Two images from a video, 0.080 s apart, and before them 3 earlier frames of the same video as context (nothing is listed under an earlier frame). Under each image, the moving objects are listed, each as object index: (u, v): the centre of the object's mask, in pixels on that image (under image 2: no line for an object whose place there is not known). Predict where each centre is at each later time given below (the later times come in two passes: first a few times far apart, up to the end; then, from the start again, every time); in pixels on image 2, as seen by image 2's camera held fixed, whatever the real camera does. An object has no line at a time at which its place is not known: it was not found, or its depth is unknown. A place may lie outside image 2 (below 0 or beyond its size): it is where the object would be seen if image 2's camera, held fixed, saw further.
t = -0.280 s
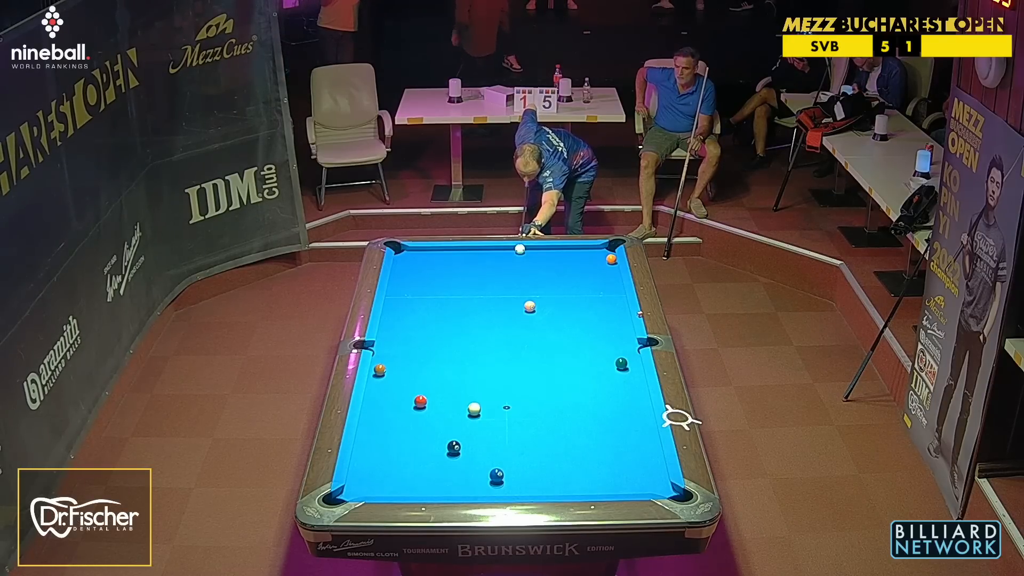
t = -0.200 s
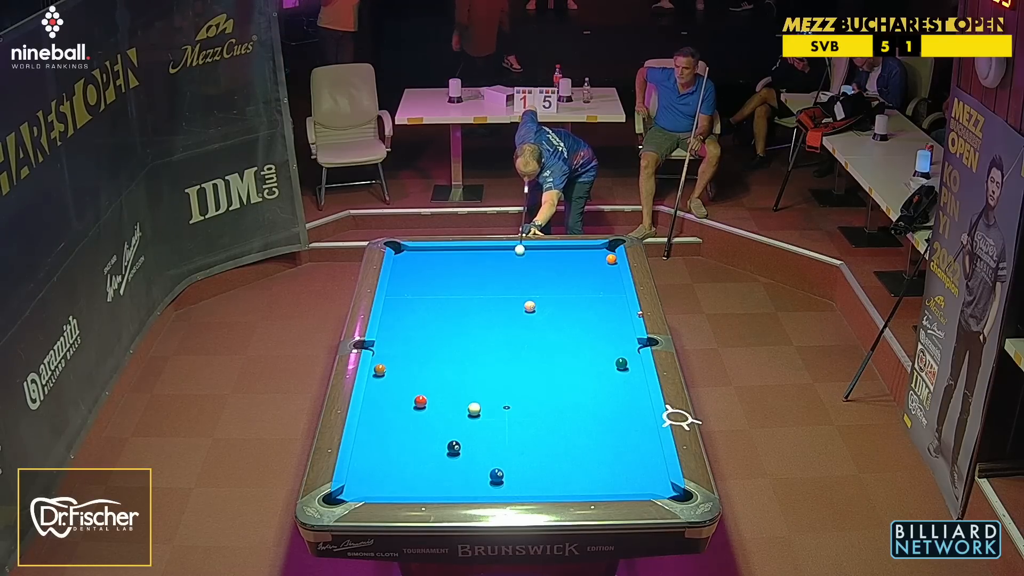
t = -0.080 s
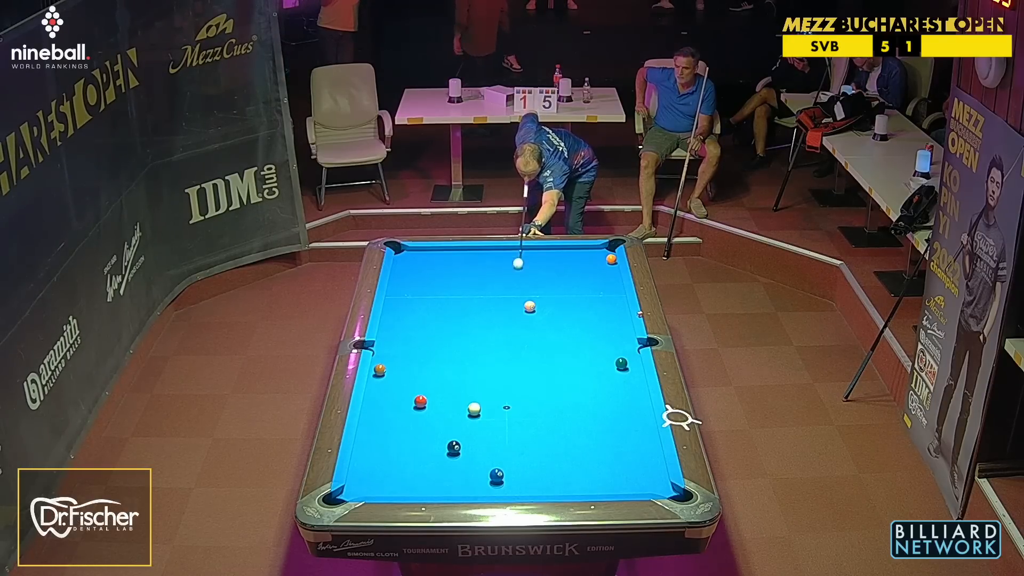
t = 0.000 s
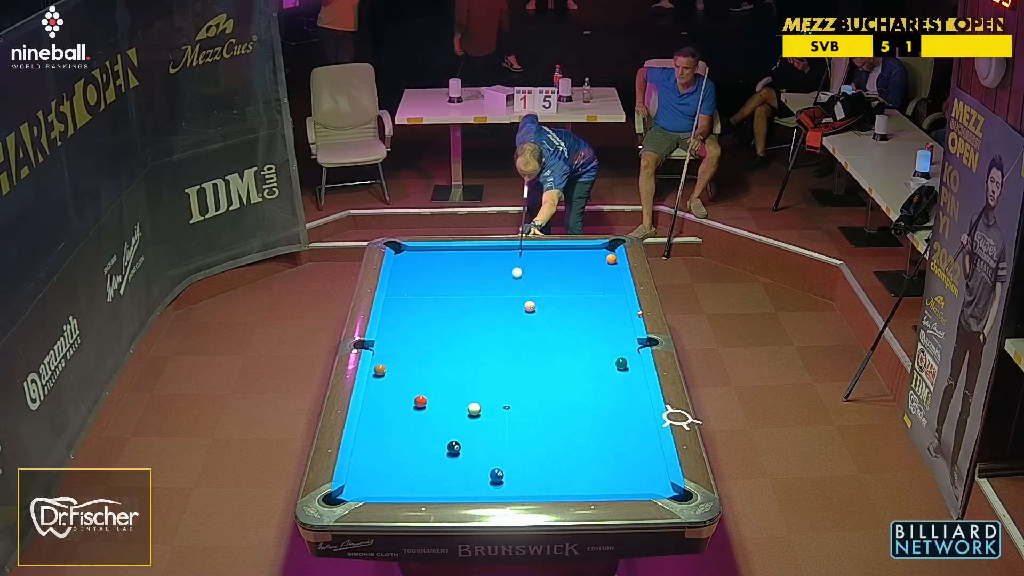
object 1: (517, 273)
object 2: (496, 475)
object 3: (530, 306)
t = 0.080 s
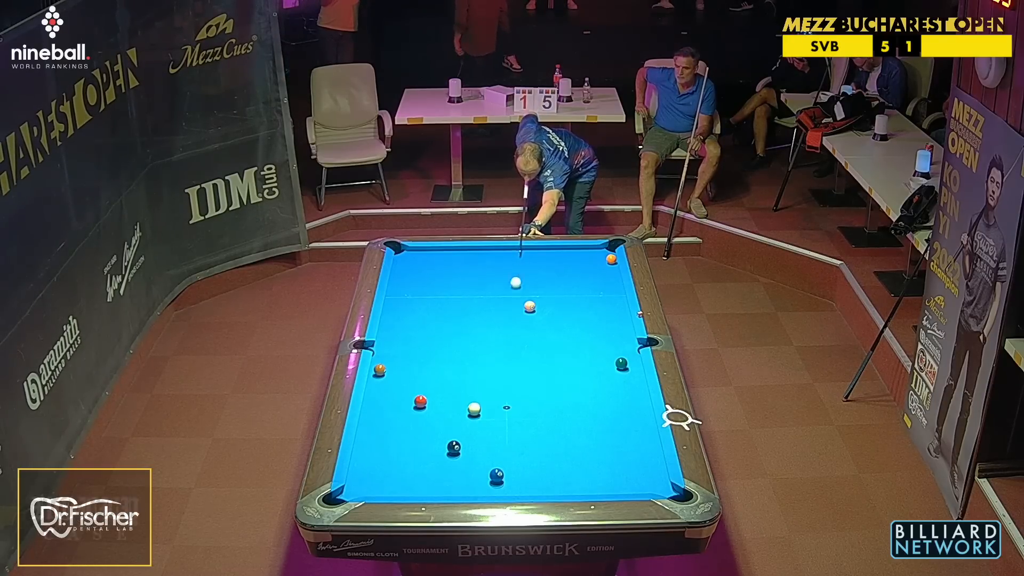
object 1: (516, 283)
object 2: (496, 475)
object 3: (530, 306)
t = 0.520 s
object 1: (509, 343)
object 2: (496, 475)
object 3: (530, 306)
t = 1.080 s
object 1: (497, 439)
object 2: (496, 475)
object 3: (530, 306)
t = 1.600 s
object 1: (466, 486)
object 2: (506, 467)
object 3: (530, 306)
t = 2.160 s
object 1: (441, 481)
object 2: (513, 421)
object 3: (530, 306)
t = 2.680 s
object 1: (425, 469)
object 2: (518, 385)
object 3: (530, 306)
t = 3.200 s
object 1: (412, 458)
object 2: (522, 355)
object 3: (530, 306)
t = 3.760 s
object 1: (401, 450)
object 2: (527, 328)
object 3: (530, 306)
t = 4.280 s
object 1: (394, 445)
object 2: (528, 311)
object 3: (530, 301)
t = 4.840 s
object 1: (389, 442)
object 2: (529, 307)
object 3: (533, 290)
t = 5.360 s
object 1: (388, 441)
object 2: (528, 306)
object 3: (535, 282)
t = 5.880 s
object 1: (388, 441)
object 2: (528, 306)
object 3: (537, 275)
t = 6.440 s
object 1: (388, 441)
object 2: (528, 306)
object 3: (539, 269)
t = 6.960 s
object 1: (388, 440)
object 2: (528, 305)
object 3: (540, 266)
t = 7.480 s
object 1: (388, 440)
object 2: (528, 305)
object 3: (541, 264)
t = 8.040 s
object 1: (388, 440)
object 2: (528, 305)
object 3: (541, 263)
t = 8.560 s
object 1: (388, 440)
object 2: (528, 305)
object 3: (541, 263)
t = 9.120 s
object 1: (388, 441)
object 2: (528, 305)
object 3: (541, 263)
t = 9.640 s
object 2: (528, 305)
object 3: (541, 263)
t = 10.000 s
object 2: (528, 305)
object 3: (541, 263)
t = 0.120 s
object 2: (496, 475)
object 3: (530, 306)
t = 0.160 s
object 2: (496, 475)
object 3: (530, 306)
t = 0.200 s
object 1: (514, 298)
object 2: (496, 475)
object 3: (530, 306)
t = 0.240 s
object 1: (513, 304)
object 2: (496, 475)
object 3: (530, 306)
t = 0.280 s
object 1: (512, 309)
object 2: (496, 475)
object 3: (530, 306)
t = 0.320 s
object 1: (512, 314)
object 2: (496, 475)
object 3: (530, 306)
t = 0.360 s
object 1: (511, 320)
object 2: (496, 475)
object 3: (530, 306)
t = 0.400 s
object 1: (510, 326)
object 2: (496, 475)
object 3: (530, 306)
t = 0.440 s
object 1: (510, 331)
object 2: (496, 475)
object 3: (530, 306)
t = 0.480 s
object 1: (509, 337)
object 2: (496, 475)
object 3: (530, 306)
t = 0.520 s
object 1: (509, 343)
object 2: (496, 475)
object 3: (530, 306)
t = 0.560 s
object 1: (508, 349)
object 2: (496, 475)
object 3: (530, 306)
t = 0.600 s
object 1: (507, 355)
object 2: (496, 475)
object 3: (530, 306)
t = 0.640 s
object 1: (506, 362)
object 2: (496, 475)
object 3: (530, 306)
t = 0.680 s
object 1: (505, 368)
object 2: (496, 475)
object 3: (529, 306)
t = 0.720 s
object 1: (505, 374)
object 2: (496, 475)
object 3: (530, 306)
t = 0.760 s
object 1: (504, 382)
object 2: (496, 475)
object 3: (530, 306)
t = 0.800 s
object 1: (503, 388)
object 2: (496, 475)
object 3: (530, 306)
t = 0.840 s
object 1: (502, 395)
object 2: (496, 475)
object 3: (530, 306)
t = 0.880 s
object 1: (502, 402)
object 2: (496, 475)
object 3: (530, 306)
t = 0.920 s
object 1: (501, 409)
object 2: (496, 475)
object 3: (530, 306)
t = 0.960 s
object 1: (500, 416)
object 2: (496, 475)
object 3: (530, 306)
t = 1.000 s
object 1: (499, 424)
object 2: (496, 475)
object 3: (530, 306)
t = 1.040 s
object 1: (498, 431)
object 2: (496, 475)
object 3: (530, 306)
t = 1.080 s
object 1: (497, 439)
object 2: (496, 475)
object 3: (530, 306)
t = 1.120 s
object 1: (496, 447)
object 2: (496, 475)
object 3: (530, 306)
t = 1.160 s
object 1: (495, 455)
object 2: (496, 475)
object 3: (530, 306)
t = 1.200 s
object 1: (494, 462)
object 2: (496, 475)
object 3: (530, 306)
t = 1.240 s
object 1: (492, 467)
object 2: (498, 479)
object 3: (530, 306)
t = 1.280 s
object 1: (489, 469)
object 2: (500, 487)
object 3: (530, 306)
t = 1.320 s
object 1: (486, 471)
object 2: (502, 491)
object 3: (530, 306)
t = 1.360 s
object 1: (483, 472)
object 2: (503, 489)
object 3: (530, 306)
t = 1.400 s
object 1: (480, 475)
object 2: (504, 486)
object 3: (529, 306)
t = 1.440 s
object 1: (477, 478)
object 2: (504, 482)
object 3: (530, 306)
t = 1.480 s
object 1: (474, 480)
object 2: (505, 478)
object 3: (530, 306)
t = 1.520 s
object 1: (472, 482)
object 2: (506, 474)
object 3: (530, 306)
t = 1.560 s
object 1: (469, 484)
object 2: (506, 470)
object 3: (530, 306)
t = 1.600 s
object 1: (466, 486)
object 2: (506, 467)
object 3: (530, 306)
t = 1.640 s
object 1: (463, 488)
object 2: (507, 463)
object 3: (530, 306)
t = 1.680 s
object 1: (461, 490)
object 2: (508, 460)
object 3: (530, 306)
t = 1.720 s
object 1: (458, 491)
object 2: (508, 456)
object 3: (530, 306)
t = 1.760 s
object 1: (456, 491)
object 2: (509, 453)
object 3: (530, 306)
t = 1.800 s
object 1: (454, 490)
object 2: (509, 449)
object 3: (530, 306)
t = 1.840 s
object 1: (452, 489)
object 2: (510, 446)
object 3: (530, 306)
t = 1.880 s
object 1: (451, 489)
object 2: (510, 442)
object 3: (530, 306)
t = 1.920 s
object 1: (450, 488)
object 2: (511, 439)
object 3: (530, 306)
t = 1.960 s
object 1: (448, 487)
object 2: (511, 436)
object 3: (530, 306)
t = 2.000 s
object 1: (446, 486)
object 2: (511, 433)
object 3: (530, 306)
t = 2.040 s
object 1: (445, 485)
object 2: (512, 429)
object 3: (530, 306)
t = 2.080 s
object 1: (444, 484)
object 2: (512, 426)
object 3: (530, 306)
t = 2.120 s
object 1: (442, 482)
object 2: (513, 423)
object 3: (530, 306)
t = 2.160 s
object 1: (441, 481)
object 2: (513, 421)
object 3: (530, 306)
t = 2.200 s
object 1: (439, 480)
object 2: (514, 418)
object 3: (530, 306)
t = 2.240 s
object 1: (438, 479)
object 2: (514, 415)
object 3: (530, 306)
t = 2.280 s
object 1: (437, 478)
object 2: (515, 412)
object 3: (530, 306)
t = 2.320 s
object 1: (435, 477)
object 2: (515, 409)
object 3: (530, 306)
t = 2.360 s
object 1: (434, 476)
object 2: (515, 406)
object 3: (530, 306)
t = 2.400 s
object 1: (433, 475)
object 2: (516, 403)
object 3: (530, 306)
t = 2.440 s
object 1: (432, 474)
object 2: (516, 400)
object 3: (530, 306)
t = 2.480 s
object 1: (430, 473)
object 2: (516, 398)
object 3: (530, 306)
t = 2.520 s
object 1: (429, 472)
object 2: (517, 395)
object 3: (530, 306)
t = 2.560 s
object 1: (428, 471)
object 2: (517, 392)
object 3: (530, 306)
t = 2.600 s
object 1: (427, 470)
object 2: (518, 390)
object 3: (530, 306)
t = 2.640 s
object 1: (426, 469)
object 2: (518, 387)
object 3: (530, 306)
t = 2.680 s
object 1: (425, 469)
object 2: (518, 385)
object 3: (530, 306)
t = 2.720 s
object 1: (423, 468)
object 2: (519, 382)
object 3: (530, 306)
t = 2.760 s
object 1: (422, 467)
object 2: (519, 380)
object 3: (530, 306)
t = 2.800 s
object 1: (421, 466)
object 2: (519, 377)
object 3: (530, 306)
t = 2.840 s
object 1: (420, 465)
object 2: (520, 375)
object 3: (530, 306)
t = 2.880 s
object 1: (419, 464)
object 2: (520, 372)
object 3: (530, 306)
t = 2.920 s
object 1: (418, 464)
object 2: (520, 370)
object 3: (530, 306)
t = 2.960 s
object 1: (417, 463)
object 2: (521, 368)
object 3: (530, 306)
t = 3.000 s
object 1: (417, 462)
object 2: (521, 366)
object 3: (530, 306)
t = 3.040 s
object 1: (416, 461)
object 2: (521, 363)
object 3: (530, 306)
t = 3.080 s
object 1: (415, 461)
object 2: (521, 361)
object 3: (530, 306)
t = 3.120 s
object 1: (414, 460)
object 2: (522, 359)
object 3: (530, 306)
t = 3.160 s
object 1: (413, 459)
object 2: (522, 357)
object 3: (530, 306)
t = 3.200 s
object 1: (412, 458)
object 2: (522, 355)
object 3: (530, 306)
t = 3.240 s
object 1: (411, 458)
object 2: (523, 353)
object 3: (530, 306)
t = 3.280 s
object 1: (410, 457)
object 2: (523, 351)
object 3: (530, 306)
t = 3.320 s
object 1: (409, 457)
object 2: (523, 348)
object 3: (530, 306)
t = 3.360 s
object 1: (409, 456)
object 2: (524, 346)
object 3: (530, 306)
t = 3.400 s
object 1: (408, 455)
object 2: (524, 344)
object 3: (530, 306)
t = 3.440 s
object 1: (407, 454)
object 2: (524, 342)
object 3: (530, 306)
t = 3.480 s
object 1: (406, 454)
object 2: (524, 341)
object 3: (530, 306)
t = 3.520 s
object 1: (406, 453)
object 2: (525, 339)
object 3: (530, 306)
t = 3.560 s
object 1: (405, 453)
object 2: (525, 337)
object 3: (530, 306)
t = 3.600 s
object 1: (404, 452)
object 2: (525, 335)
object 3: (530, 306)
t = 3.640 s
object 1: (403, 452)
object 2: (526, 333)
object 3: (530, 306)
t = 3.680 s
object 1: (403, 451)
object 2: (526, 331)
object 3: (530, 306)
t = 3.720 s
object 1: (402, 451)
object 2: (526, 330)
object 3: (530, 306)
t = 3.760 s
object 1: (401, 450)
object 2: (527, 328)
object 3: (530, 306)
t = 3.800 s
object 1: (401, 450)
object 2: (527, 326)
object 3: (530, 306)
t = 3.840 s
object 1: (400, 449)
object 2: (527, 324)
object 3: (530, 306)
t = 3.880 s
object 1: (399, 449)
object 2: (527, 322)
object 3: (530, 306)
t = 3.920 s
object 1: (399, 448)
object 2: (527, 321)
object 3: (530, 306)
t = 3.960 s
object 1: (398, 448)
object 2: (528, 319)
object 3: (530, 306)
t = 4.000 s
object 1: (398, 447)
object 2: (528, 318)
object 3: (530, 306)
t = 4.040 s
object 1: (397, 447)
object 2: (528, 316)
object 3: (530, 306)
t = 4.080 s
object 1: (397, 447)
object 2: (528, 315)
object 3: (530, 305)
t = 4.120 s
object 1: (396, 446)
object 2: (528, 313)
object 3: (530, 304)
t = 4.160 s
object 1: (395, 446)
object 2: (529, 312)
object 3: (530, 304)
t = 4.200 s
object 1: (395, 446)
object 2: (529, 311)
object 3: (530, 303)
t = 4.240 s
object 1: (394, 445)
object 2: (529, 311)
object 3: (530, 302)
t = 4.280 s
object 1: (394, 445)
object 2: (528, 311)
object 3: (530, 301)
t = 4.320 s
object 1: (394, 445)
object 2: (528, 310)
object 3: (531, 301)
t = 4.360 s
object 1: (393, 444)
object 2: (528, 310)
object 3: (531, 300)
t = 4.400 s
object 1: (393, 444)
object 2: (529, 310)
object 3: (531, 299)
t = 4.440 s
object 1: (392, 444)
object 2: (529, 309)
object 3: (531, 299)
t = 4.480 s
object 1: (392, 444)
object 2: (529, 309)
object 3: (531, 298)
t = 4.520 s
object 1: (391, 443)
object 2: (529, 309)
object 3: (531, 297)
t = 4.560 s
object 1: (391, 443)
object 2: (529, 308)
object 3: (532, 296)
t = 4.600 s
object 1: (391, 443)
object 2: (529, 308)
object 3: (532, 295)
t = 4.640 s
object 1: (390, 443)
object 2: (529, 308)
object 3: (532, 294)
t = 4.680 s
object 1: (390, 442)
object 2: (529, 308)
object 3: (532, 294)
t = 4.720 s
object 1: (389, 442)
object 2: (529, 308)
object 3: (532, 293)
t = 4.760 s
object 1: (389, 442)
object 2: (529, 308)
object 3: (532, 292)
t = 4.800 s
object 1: (389, 442)
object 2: (529, 307)
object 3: (532, 291)
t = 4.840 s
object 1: (389, 442)
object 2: (529, 307)
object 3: (533, 290)
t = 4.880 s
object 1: (389, 442)
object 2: (529, 307)
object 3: (533, 290)
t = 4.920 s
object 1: (388, 442)
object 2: (528, 307)
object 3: (533, 289)
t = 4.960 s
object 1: (388, 442)
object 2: (529, 307)
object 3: (533, 288)
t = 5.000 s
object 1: (388, 441)
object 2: (528, 307)
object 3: (533, 288)
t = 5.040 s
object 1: (388, 441)
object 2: (528, 306)
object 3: (534, 287)
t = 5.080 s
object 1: (388, 441)
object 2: (528, 306)
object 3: (534, 286)
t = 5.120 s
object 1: (388, 441)
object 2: (528, 306)
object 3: (534, 286)
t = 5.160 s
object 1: (388, 441)
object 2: (528, 306)
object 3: (534, 285)
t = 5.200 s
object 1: (387, 441)
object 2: (528, 306)
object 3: (534, 284)
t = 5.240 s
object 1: (387, 441)
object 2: (528, 306)
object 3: (534, 284)
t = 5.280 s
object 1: (388, 441)
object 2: (528, 306)
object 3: (535, 283)
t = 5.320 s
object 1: (388, 441)
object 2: (528, 306)
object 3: (535, 282)
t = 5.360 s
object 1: (388, 441)
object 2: (528, 306)
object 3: (535, 282)
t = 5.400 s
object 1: (388, 441)
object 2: (528, 306)
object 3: (535, 281)
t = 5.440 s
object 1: (388, 441)
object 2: (528, 306)
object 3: (535, 281)
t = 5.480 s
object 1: (388, 441)
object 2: (528, 306)
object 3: (535, 280)
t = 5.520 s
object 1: (388, 441)
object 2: (528, 306)
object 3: (535, 279)
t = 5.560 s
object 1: (388, 441)
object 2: (528, 306)
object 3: (535, 279)
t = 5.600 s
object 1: (388, 441)
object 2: (528, 306)
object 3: (536, 278)
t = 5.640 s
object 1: (388, 441)
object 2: (528, 306)
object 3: (536, 278)
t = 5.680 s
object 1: (388, 441)
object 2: (528, 306)
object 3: (536, 277)
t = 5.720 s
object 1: (388, 441)
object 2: (528, 306)
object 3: (536, 277)
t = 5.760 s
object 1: (388, 441)
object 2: (528, 306)
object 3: (536, 276)
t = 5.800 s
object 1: (388, 441)
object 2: (528, 306)
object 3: (536, 276)
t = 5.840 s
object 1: (388, 441)
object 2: (528, 306)
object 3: (536, 275)
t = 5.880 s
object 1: (388, 441)
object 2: (528, 306)
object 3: (537, 275)
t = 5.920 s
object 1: (388, 441)
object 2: (528, 306)
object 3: (537, 274)
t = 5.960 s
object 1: (388, 441)
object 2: (528, 306)
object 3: (537, 274)
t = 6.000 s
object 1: (388, 441)
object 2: (528, 306)
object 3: (537, 273)
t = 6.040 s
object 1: (388, 441)
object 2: (528, 306)
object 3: (537, 273)
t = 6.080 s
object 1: (388, 441)
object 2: (528, 306)
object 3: (538, 272)
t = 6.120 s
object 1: (388, 441)
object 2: (528, 306)
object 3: (538, 272)
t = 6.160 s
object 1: (388, 441)
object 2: (528, 306)
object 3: (538, 272)
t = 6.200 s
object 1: (388, 441)
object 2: (528, 306)
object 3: (538, 271)
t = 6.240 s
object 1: (388, 441)
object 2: (528, 306)
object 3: (538, 271)
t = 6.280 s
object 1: (388, 441)
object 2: (528, 306)
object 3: (538, 270)
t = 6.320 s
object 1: (388, 441)
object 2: (528, 306)
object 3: (538, 270)
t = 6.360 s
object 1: (388, 441)
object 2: (528, 306)
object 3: (538, 270)
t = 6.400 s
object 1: (388, 441)
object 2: (528, 306)
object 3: (539, 270)
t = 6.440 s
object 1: (388, 441)
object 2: (528, 306)
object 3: (539, 269)
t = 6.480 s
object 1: (388, 441)
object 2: (528, 306)
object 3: (539, 269)
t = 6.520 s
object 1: (388, 441)
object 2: (528, 306)
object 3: (539, 269)
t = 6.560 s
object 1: (388, 440)
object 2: (528, 305)
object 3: (539, 268)
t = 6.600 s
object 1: (388, 440)
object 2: (528, 305)
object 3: (539, 268)
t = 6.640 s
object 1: (388, 440)
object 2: (528, 305)
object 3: (539, 268)
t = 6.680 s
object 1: (388, 440)
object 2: (528, 305)
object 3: (539, 268)
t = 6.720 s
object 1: (388, 440)
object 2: (528, 305)
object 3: (540, 267)
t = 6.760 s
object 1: (388, 440)
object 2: (528, 305)
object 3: (540, 267)
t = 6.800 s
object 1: (388, 440)
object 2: (528, 305)
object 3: (540, 267)
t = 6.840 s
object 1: (388, 440)
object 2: (528, 305)
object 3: (540, 266)
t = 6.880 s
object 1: (388, 440)
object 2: (528, 305)
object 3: (540, 266)
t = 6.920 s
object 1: (388, 440)
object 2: (528, 305)
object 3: (540, 266)
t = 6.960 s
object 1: (388, 440)
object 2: (528, 305)
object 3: (540, 266)
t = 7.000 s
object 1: (388, 440)
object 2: (528, 305)
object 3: (540, 265)
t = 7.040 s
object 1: (388, 440)
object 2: (528, 305)
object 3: (540, 265)
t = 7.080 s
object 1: (388, 440)
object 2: (528, 305)
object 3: (540, 265)
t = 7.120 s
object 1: (388, 440)
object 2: (528, 305)
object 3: (540, 265)
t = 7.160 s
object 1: (388, 440)
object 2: (528, 305)
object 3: (540, 265)
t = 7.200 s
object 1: (388, 440)
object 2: (528, 305)
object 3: (540, 265)
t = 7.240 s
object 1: (388, 440)
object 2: (528, 305)
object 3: (540, 264)
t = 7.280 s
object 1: (388, 440)
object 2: (528, 305)
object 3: (540, 264)
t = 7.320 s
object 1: (388, 440)
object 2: (528, 305)
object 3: (541, 264)
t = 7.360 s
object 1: (388, 440)
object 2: (528, 305)
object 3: (541, 264)
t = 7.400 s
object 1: (388, 440)
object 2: (528, 305)
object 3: (541, 264)
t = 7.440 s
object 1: (388, 440)
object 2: (528, 305)
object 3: (541, 264)
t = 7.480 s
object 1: (388, 440)
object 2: (528, 305)
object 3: (541, 264)
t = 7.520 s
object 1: (388, 440)
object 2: (528, 305)
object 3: (541, 264)
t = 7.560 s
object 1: (388, 440)
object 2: (528, 305)
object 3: (541, 264)
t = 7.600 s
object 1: (388, 440)
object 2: (528, 305)
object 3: (541, 264)
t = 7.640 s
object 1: (388, 440)
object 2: (528, 305)
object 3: (541, 264)
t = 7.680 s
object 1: (388, 440)
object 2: (528, 305)
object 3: (541, 263)
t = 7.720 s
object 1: (388, 440)
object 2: (528, 305)
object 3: (541, 263)
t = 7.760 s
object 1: (388, 440)
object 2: (528, 305)
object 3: (541, 263)
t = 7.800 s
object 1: (388, 440)
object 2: (528, 305)
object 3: (541, 263)
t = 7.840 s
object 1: (388, 440)
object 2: (528, 305)
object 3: (541, 263)
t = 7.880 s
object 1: (388, 440)
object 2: (528, 305)
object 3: (541, 263)
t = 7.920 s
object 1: (388, 441)
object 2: (528, 305)
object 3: (541, 263)
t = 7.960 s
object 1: (388, 441)
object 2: (528, 305)
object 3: (541, 263)
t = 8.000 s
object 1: (388, 440)
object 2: (528, 305)
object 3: (541, 263)
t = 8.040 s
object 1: (388, 440)
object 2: (528, 305)
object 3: (541, 263)
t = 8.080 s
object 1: (388, 440)
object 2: (528, 305)
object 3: (541, 263)
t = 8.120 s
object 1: (388, 441)
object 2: (528, 305)
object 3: (541, 263)
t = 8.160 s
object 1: (388, 441)
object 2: (528, 305)
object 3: (541, 263)
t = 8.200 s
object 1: (388, 441)
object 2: (528, 305)
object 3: (541, 263)
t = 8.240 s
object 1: (388, 441)
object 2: (528, 305)
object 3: (541, 263)
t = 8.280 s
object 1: (388, 441)
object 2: (528, 305)
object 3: (541, 263)
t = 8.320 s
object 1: (388, 441)
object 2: (528, 305)
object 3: (541, 263)
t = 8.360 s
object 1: (388, 440)
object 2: (528, 305)
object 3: (541, 263)
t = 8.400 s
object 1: (388, 440)
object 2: (528, 305)
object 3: (541, 263)
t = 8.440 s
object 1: (388, 440)
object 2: (528, 305)
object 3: (541, 263)
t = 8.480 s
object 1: (388, 440)
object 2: (528, 305)
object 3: (541, 263)
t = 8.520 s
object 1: (388, 440)
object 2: (528, 305)
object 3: (541, 263)
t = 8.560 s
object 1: (388, 440)
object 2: (528, 305)
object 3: (541, 263)
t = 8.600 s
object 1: (388, 440)
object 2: (528, 305)
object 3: (541, 263)
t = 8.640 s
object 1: (388, 440)
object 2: (528, 305)
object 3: (541, 263)
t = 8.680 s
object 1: (388, 440)
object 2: (528, 305)
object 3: (541, 263)
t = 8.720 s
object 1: (388, 440)
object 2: (528, 305)
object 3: (541, 263)
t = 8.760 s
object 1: (388, 441)
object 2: (528, 305)
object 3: (541, 263)
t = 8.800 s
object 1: (388, 440)
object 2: (528, 305)
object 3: (541, 263)
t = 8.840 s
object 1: (388, 440)
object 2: (528, 305)
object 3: (541, 263)
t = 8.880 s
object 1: (388, 440)
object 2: (528, 305)
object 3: (541, 263)
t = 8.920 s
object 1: (388, 441)
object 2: (528, 305)
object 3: (541, 263)
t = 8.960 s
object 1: (388, 440)
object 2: (528, 305)
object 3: (541, 263)
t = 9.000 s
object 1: (388, 441)
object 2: (528, 305)
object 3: (541, 263)
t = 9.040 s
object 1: (388, 441)
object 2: (528, 305)
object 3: (541, 263)
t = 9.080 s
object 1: (388, 440)
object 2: (528, 305)
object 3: (541, 263)
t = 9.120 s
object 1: (388, 441)
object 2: (528, 305)
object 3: (541, 263)
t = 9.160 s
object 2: (528, 305)
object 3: (541, 263)
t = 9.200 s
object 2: (528, 305)
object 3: (541, 263)
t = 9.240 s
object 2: (528, 305)
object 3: (541, 263)
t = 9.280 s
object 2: (528, 305)
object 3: (541, 263)
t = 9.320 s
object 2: (528, 305)
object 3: (541, 263)
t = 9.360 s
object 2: (528, 305)
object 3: (541, 263)
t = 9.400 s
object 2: (528, 305)
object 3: (541, 263)
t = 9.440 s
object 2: (528, 305)
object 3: (541, 263)
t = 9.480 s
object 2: (528, 305)
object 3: (541, 263)
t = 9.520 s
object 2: (528, 305)
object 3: (541, 263)
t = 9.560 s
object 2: (528, 305)
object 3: (541, 263)
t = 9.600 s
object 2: (528, 305)
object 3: (541, 263)
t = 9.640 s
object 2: (528, 305)
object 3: (541, 263)
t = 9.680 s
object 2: (528, 305)
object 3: (541, 263)
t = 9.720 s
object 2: (528, 305)
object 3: (541, 263)
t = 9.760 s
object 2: (528, 305)
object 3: (541, 263)
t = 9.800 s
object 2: (528, 305)
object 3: (541, 263)
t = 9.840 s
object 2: (528, 305)
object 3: (541, 263)
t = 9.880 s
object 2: (528, 305)
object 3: (541, 263)
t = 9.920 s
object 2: (528, 305)
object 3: (541, 263)
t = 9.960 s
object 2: (528, 305)
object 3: (541, 263)
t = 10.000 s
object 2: (528, 305)
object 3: (541, 263)
